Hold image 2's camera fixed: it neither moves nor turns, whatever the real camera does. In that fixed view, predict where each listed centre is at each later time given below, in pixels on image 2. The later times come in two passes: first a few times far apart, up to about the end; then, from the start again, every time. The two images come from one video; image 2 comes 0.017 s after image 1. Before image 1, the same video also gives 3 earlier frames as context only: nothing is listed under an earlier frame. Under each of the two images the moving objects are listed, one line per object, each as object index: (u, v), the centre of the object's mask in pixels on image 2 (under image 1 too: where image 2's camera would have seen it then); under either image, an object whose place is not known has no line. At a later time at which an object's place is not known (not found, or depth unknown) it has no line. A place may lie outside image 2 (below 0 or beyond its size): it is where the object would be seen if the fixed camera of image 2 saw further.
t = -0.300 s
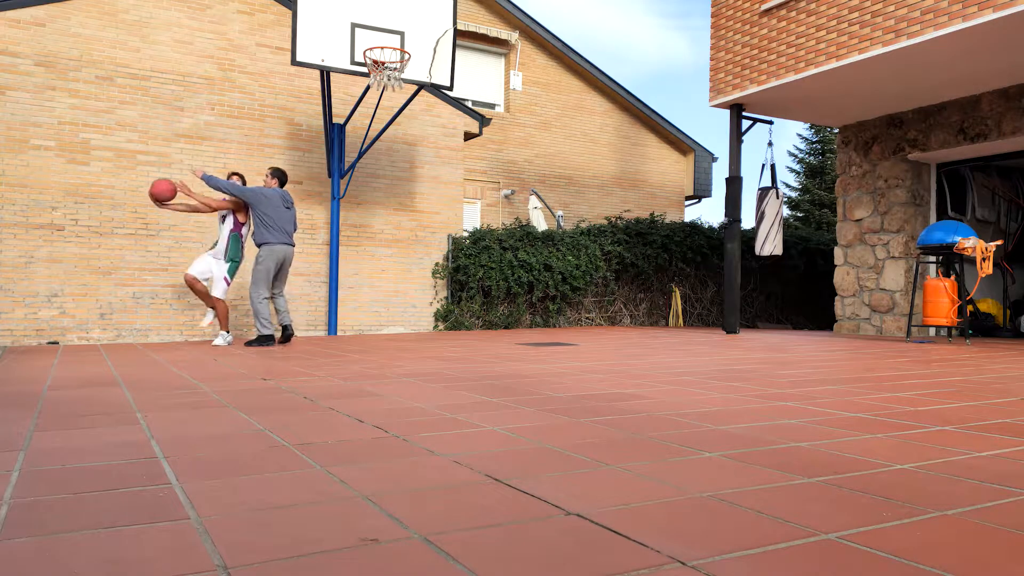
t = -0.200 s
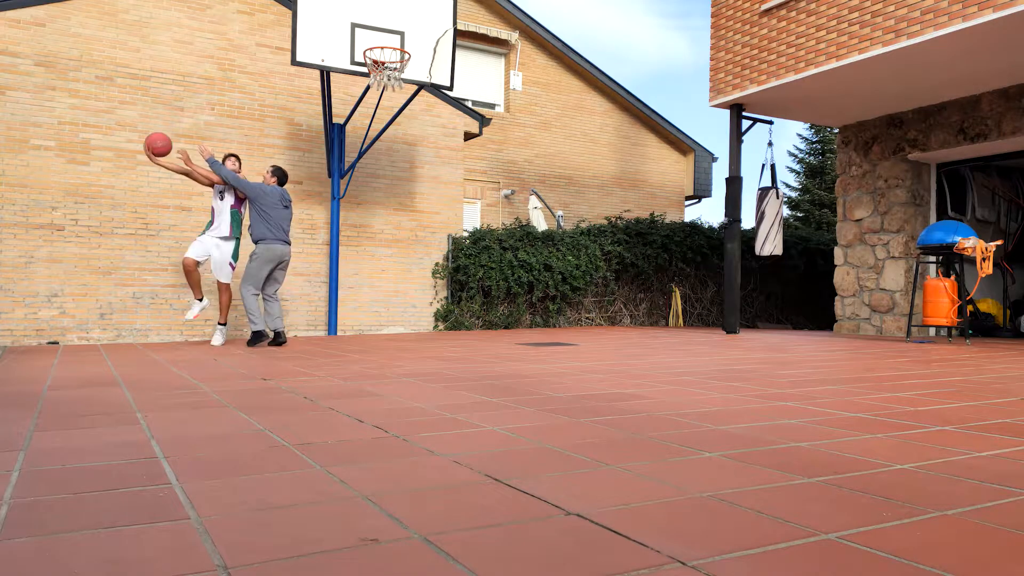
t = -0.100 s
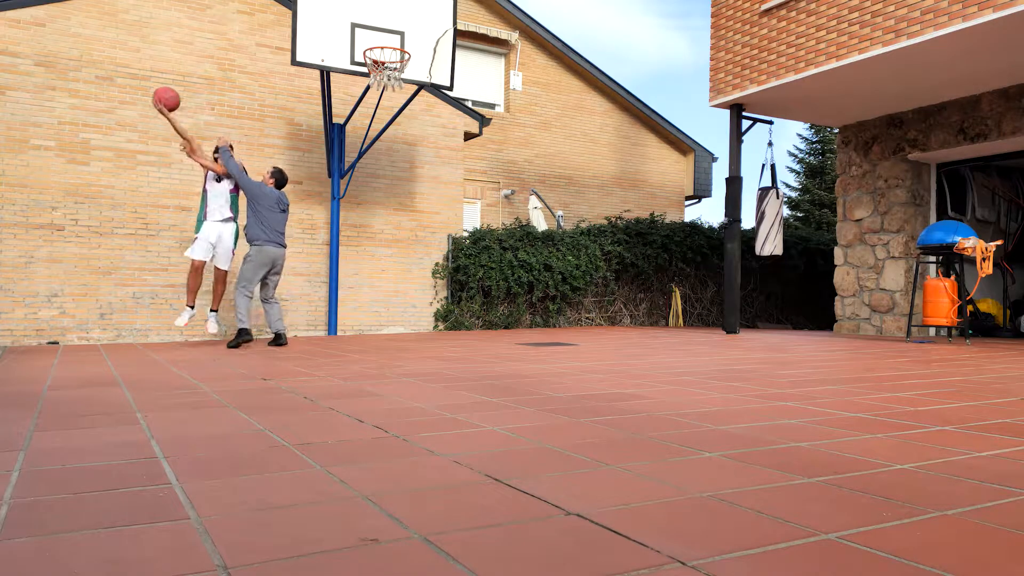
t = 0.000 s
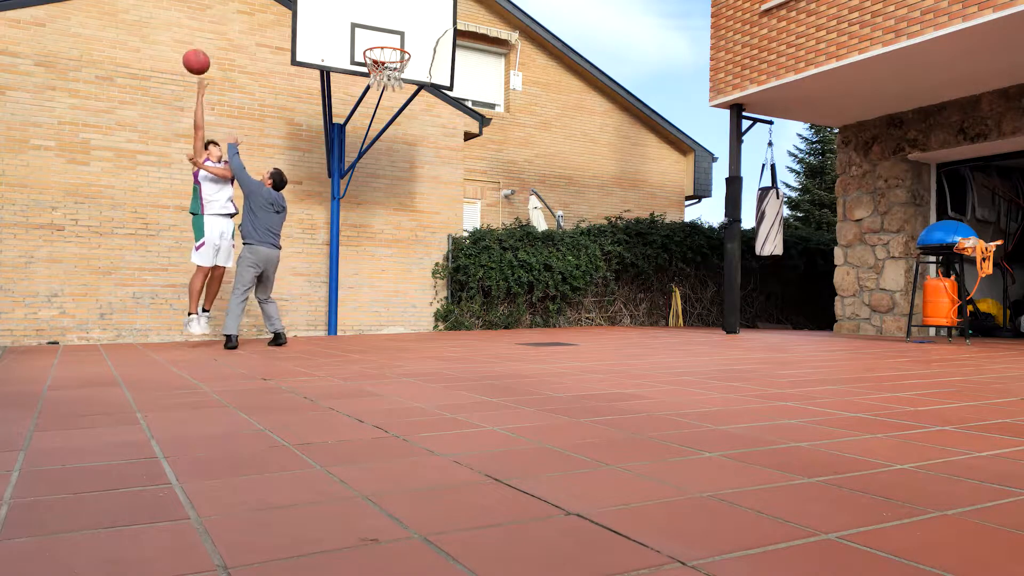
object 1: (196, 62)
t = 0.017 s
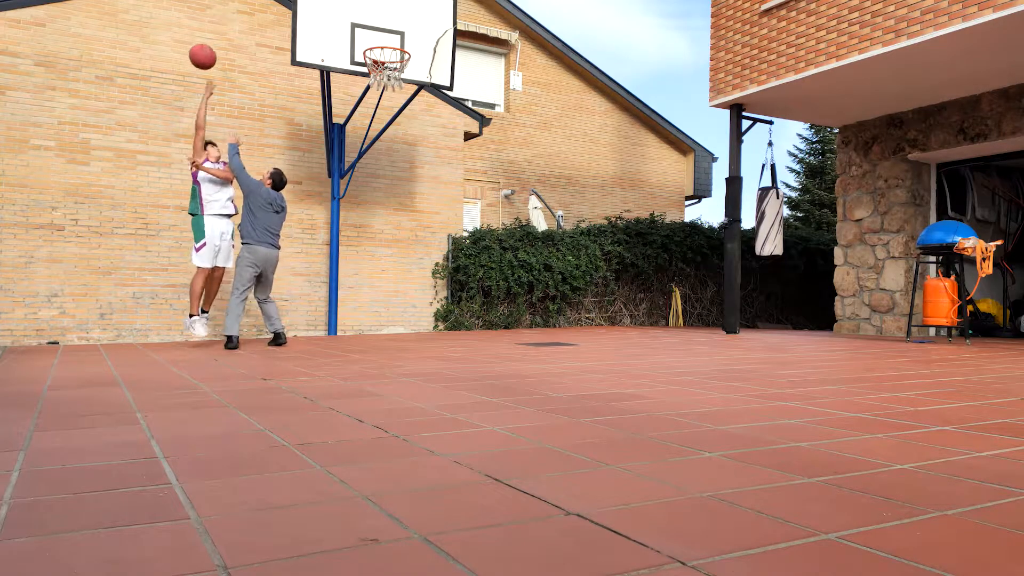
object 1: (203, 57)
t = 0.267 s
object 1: (293, 13)
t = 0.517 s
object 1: (376, 34)
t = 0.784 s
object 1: (423, 45)
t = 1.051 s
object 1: (460, 106)
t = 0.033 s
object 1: (209, 52)
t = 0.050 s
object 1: (215, 47)
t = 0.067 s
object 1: (221, 43)
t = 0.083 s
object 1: (227, 39)
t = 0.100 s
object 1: (234, 35)
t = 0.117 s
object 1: (240, 32)
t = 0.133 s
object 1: (246, 29)
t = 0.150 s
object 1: (252, 26)
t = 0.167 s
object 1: (258, 23)
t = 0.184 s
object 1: (264, 21)
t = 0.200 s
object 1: (270, 19)
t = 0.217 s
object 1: (275, 17)
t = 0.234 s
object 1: (281, 16)
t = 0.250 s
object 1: (287, 14)
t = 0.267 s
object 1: (293, 13)
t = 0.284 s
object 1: (299, 13)
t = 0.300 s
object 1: (304, 13)
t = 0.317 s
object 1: (310, 13)
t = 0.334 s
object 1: (316, 13)
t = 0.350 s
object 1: (321, 14)
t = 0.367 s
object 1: (327, 15)
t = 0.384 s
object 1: (333, 16)
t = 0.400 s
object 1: (338, 17)
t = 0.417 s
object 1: (344, 19)
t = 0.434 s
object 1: (349, 21)
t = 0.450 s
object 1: (355, 23)
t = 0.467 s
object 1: (360, 25)
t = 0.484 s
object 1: (365, 28)
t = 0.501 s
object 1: (371, 31)
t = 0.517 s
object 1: (376, 34)
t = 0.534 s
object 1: (381, 36)
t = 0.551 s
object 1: (384, 35)
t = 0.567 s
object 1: (387, 35)
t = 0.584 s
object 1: (390, 35)
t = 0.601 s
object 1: (394, 35)
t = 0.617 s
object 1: (397, 36)
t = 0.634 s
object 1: (400, 37)
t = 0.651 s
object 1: (403, 37)
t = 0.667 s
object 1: (406, 38)
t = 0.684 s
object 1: (408, 39)
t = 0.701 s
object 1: (411, 39)
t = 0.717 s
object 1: (413, 40)
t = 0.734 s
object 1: (415, 41)
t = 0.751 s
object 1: (418, 42)
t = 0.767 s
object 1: (421, 43)
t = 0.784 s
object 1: (423, 45)
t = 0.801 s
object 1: (425, 47)
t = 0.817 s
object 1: (428, 49)
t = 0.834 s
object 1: (430, 51)
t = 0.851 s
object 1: (433, 54)
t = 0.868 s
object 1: (435, 57)
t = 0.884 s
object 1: (437, 60)
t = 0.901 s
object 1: (440, 63)
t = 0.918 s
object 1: (442, 67)
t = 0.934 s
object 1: (444, 71)
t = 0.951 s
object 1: (447, 75)
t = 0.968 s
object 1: (449, 79)
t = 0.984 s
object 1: (451, 84)
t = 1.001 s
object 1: (454, 89)
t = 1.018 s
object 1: (456, 94)
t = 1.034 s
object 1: (458, 100)
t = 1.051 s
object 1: (460, 106)
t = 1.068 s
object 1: (462, 112)
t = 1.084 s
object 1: (465, 118)
